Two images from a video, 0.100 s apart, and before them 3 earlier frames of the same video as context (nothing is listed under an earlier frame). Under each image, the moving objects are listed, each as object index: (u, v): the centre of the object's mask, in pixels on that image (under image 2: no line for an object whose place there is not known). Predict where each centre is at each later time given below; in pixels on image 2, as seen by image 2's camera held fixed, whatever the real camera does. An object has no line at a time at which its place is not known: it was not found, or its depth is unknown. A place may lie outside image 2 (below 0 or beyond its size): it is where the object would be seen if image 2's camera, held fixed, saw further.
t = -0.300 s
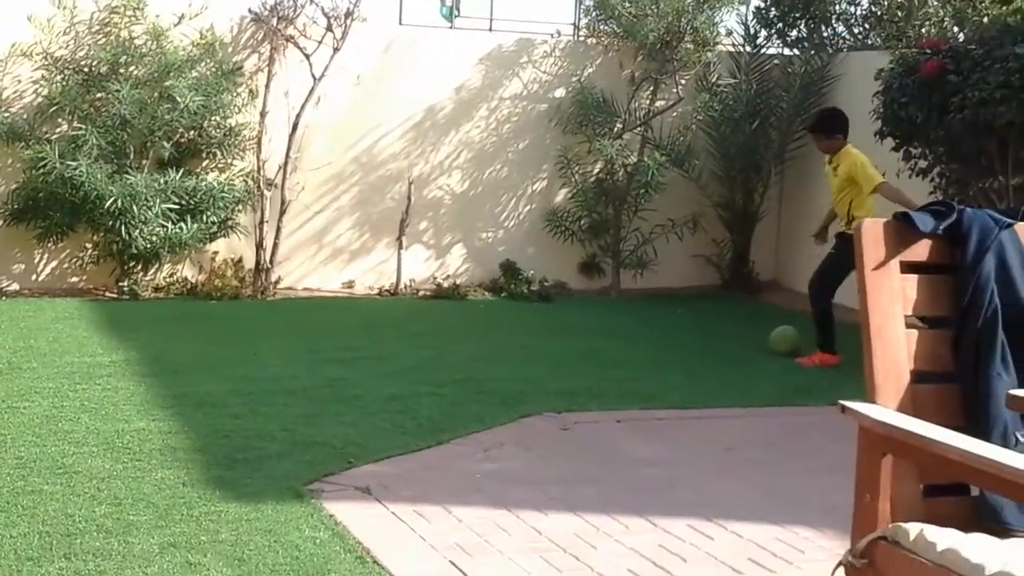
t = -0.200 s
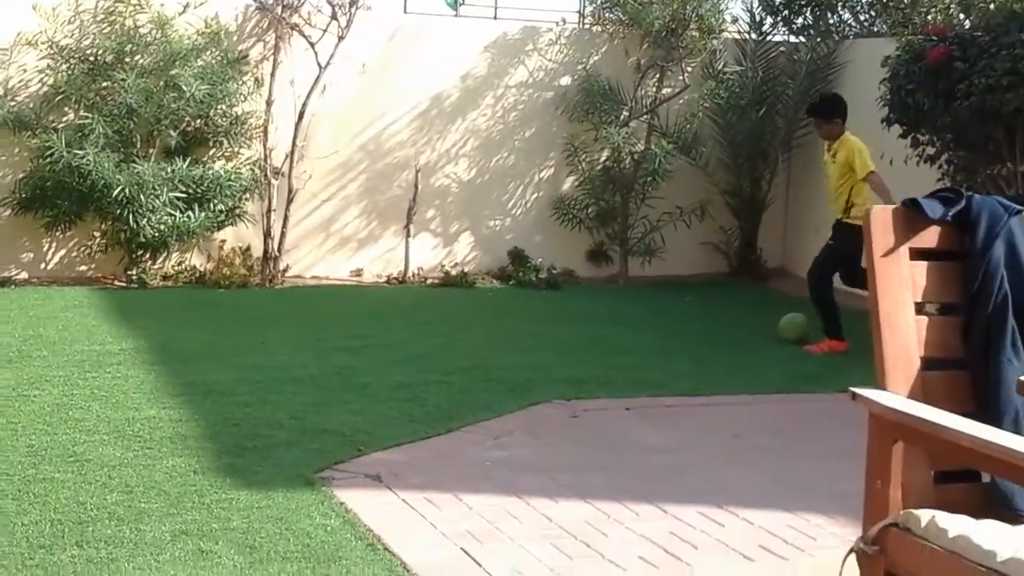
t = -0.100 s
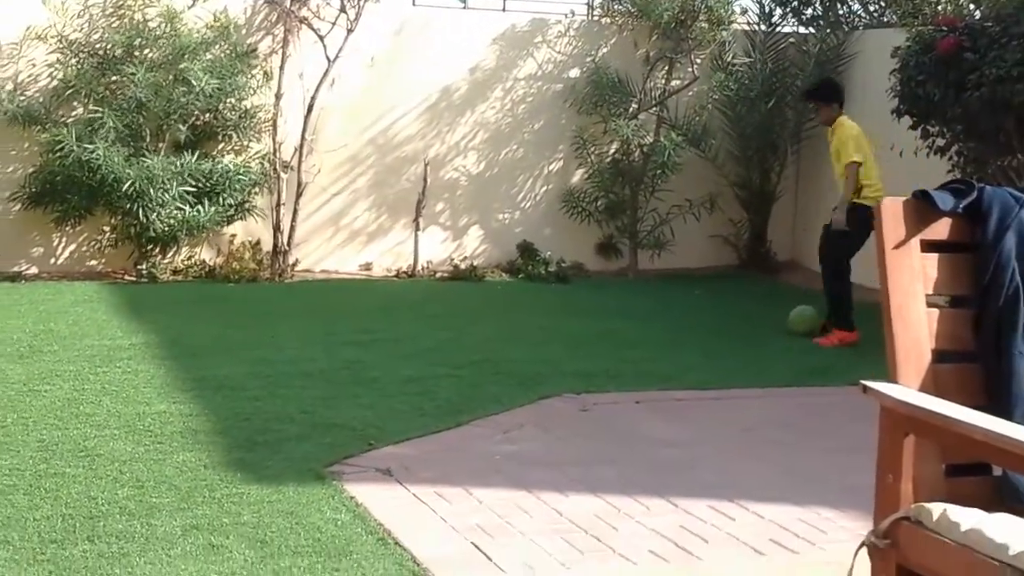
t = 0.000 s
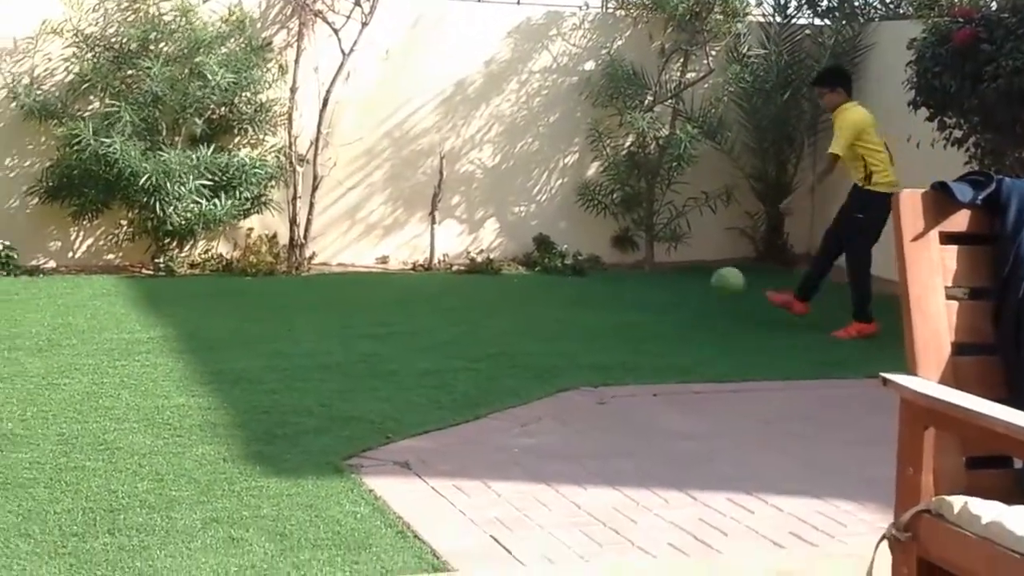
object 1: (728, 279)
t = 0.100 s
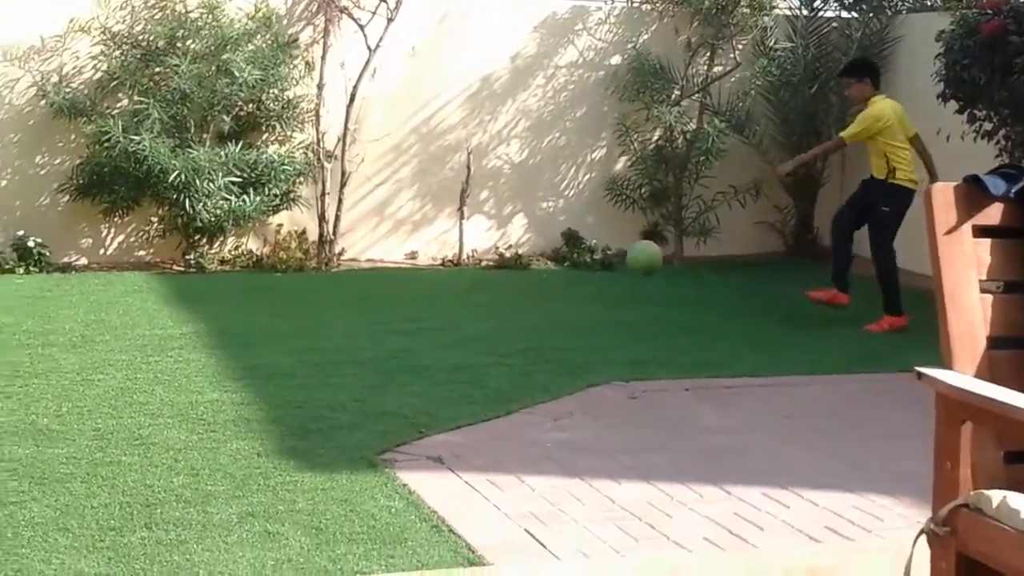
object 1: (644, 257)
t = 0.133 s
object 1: (606, 253)
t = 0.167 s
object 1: (566, 252)
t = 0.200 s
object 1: (522, 253)
